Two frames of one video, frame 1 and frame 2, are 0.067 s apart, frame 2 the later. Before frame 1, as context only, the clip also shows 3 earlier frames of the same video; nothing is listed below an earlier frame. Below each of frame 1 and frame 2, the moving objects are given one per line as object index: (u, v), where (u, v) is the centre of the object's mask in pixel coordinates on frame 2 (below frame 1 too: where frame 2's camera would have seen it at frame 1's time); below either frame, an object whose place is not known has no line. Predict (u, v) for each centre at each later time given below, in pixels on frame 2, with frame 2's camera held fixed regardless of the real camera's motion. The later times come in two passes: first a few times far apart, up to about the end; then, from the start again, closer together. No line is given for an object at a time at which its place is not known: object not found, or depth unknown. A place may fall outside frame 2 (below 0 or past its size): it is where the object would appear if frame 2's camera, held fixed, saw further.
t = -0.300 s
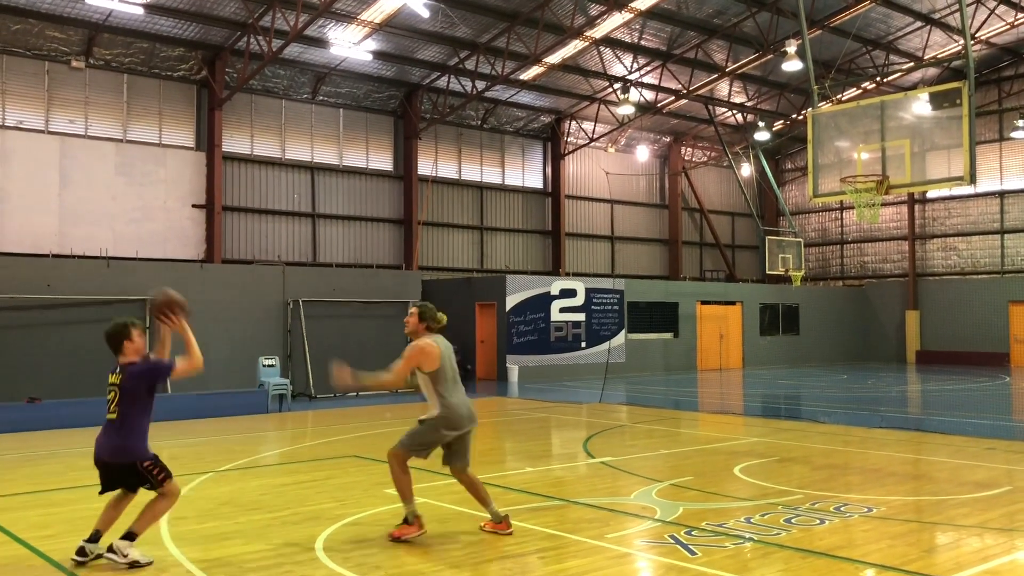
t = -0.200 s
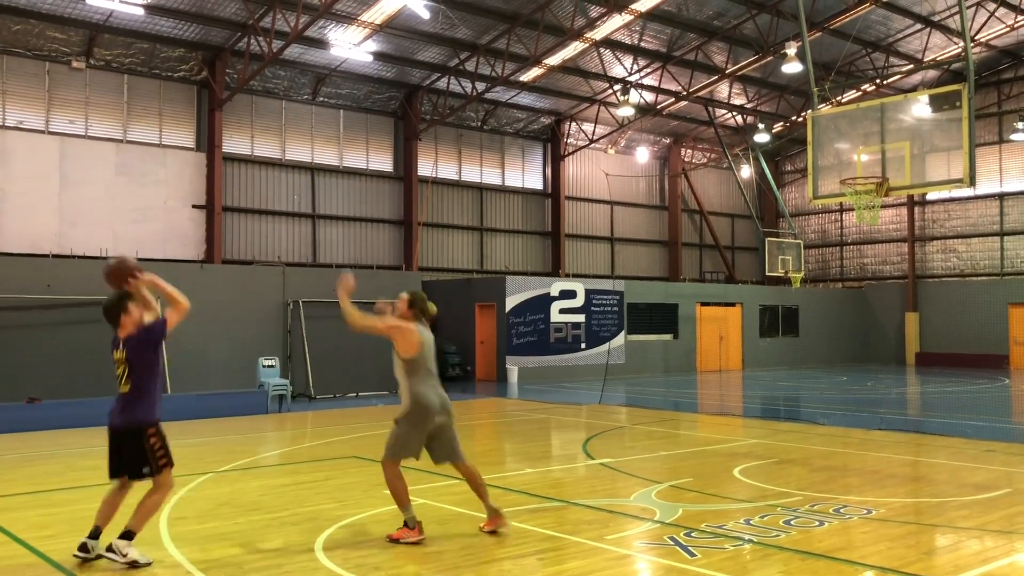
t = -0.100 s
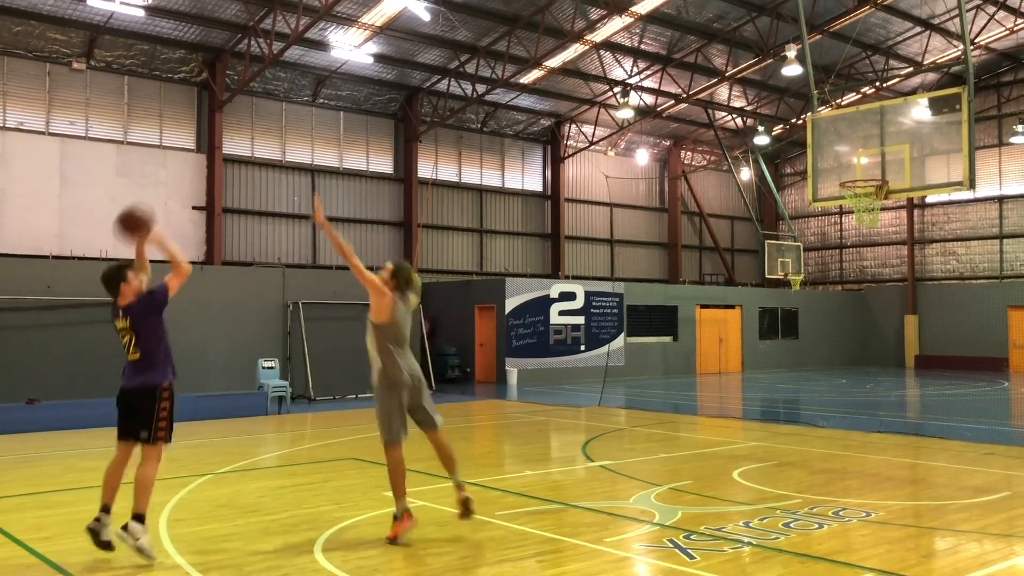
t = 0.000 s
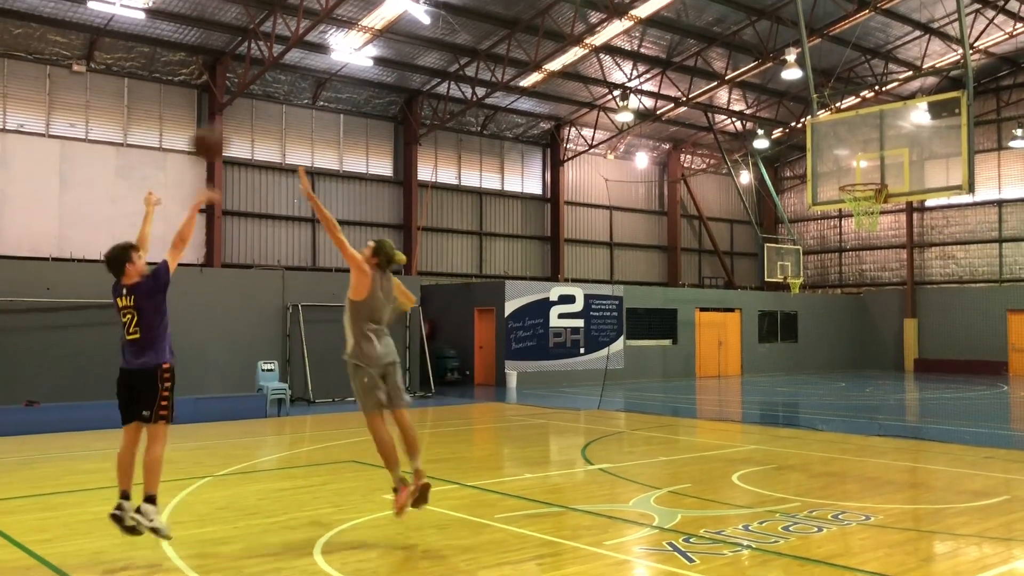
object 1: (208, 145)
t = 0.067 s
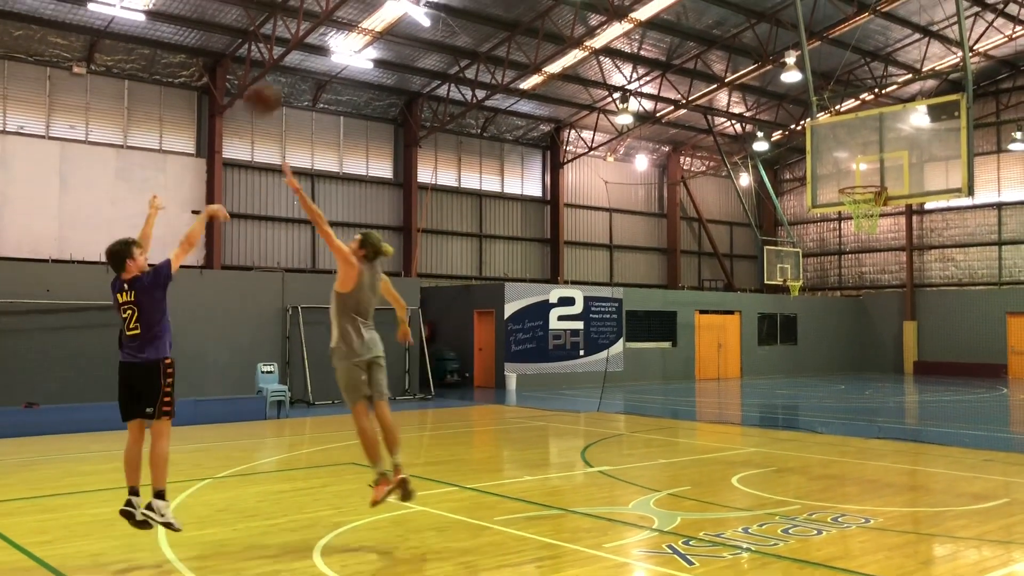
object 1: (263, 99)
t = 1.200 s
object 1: (868, 172)
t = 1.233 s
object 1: (873, 177)
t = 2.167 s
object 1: (749, 14)
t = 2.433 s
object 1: (701, 146)
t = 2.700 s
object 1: (651, 395)
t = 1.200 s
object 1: (868, 172)
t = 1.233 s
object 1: (873, 177)
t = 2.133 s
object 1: (754, 4)
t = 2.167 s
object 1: (749, 14)
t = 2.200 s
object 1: (743, 24)
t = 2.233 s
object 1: (738, 37)
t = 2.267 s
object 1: (732, 51)
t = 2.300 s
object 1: (727, 67)
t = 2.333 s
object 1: (719, 84)
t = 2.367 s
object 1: (715, 104)
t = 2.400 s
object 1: (708, 125)
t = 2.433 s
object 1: (701, 146)
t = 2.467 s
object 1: (696, 171)
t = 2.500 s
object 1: (690, 196)
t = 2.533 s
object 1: (683, 222)
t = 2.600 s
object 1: (670, 289)
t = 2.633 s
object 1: (663, 323)
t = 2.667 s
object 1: (657, 359)
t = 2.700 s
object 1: (651, 395)
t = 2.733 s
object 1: (644, 439)
